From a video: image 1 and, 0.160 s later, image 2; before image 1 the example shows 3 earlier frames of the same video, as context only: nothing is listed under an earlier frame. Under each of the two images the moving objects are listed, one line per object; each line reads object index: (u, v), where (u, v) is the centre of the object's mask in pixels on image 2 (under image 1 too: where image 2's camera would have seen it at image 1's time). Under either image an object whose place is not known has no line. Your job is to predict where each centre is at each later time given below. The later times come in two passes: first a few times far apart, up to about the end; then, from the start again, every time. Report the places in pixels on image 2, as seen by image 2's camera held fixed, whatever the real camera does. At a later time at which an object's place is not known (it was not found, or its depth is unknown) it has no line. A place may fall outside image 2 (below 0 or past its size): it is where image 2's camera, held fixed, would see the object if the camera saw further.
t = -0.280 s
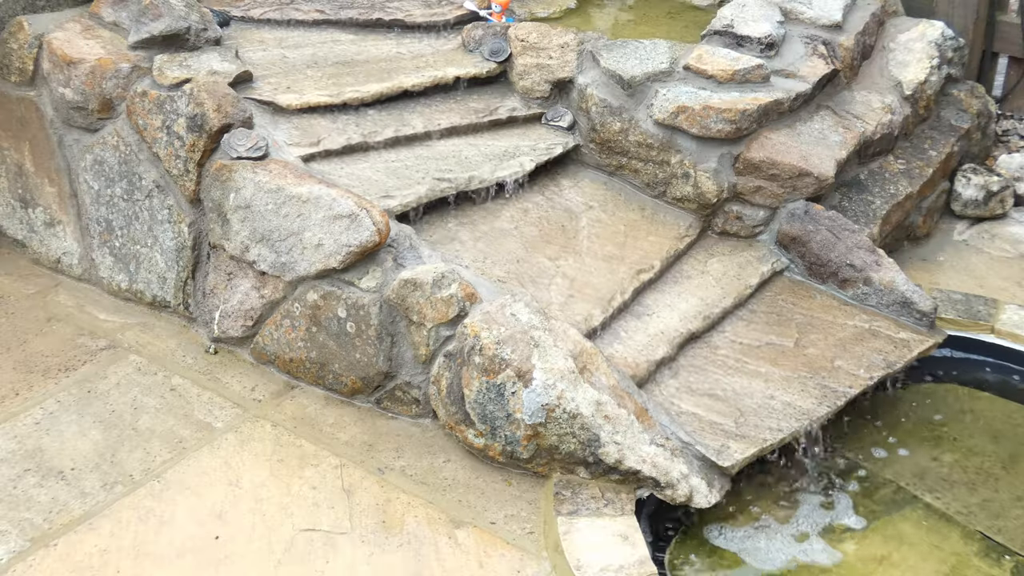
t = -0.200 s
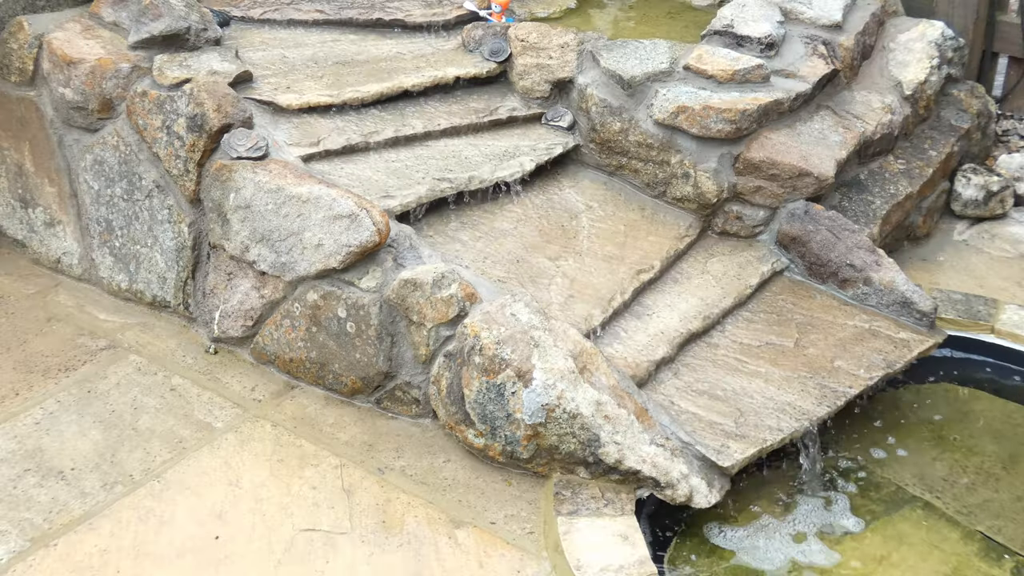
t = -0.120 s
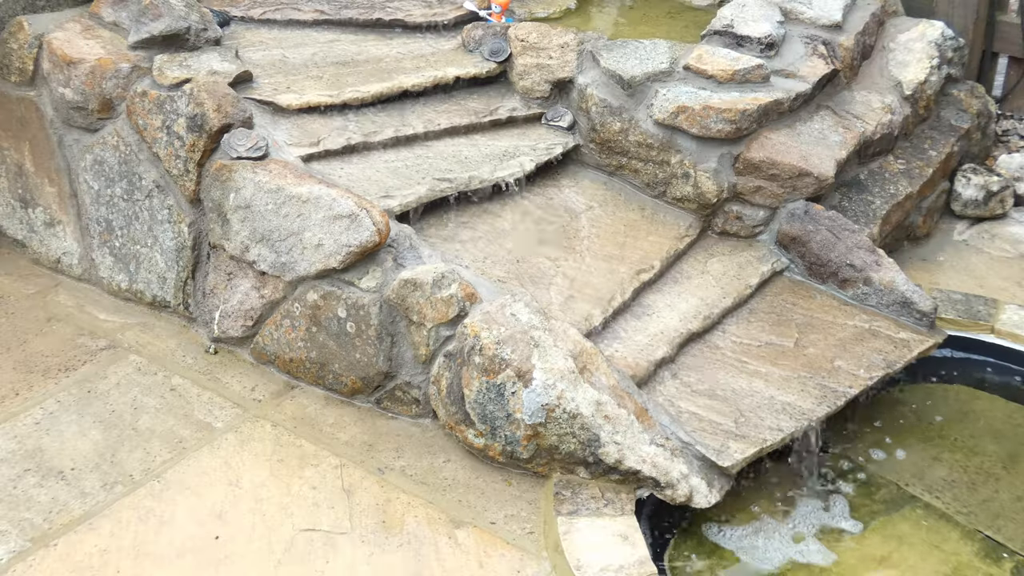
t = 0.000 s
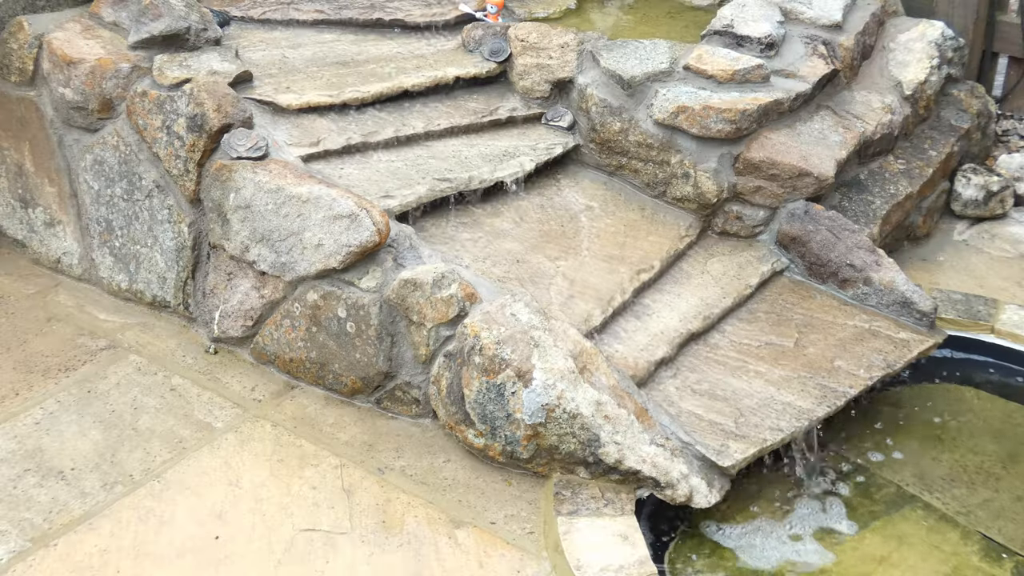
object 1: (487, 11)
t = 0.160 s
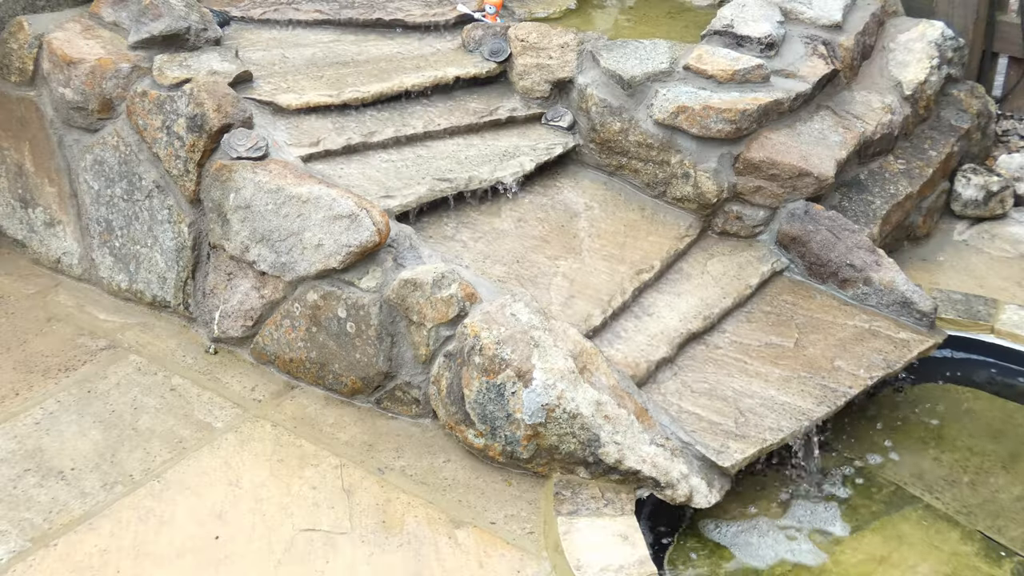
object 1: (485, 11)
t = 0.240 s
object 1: (485, 11)
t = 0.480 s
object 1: (481, 11)
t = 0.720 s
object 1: (464, 16)
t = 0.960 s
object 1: (457, 19)
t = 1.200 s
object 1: (446, 23)
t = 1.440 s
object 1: (446, 23)
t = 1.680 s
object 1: (446, 23)
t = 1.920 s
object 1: (445, 23)
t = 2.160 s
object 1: (444, 26)
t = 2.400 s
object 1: (433, 37)
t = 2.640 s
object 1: (430, 42)
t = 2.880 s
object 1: (429, 47)
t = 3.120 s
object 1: (423, 55)
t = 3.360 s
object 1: (422, 57)
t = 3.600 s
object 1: (424, 65)
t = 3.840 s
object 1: (432, 99)
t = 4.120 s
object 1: (431, 103)
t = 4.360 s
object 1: (441, 123)
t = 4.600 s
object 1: (458, 140)
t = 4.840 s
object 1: (455, 144)
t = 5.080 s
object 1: (464, 155)
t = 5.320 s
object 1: (470, 162)
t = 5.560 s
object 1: (479, 196)
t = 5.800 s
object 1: (508, 240)
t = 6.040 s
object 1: (508, 241)
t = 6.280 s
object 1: (513, 259)
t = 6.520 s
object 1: (536, 278)
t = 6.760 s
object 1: (542, 281)
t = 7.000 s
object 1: (550, 288)
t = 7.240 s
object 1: (554, 295)
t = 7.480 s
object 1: (570, 301)
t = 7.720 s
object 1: (616, 335)
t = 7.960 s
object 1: (661, 380)
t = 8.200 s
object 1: (685, 396)
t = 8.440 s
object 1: (682, 398)
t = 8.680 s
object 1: (693, 404)
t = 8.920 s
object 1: (710, 413)
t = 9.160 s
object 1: (716, 421)
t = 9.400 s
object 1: (749, 447)
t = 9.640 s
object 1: (800, 555)
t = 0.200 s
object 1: (485, 11)
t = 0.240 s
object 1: (485, 11)
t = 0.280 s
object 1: (485, 11)
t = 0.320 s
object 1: (485, 11)
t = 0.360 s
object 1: (485, 11)
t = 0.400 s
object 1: (485, 11)
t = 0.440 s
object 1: (485, 11)
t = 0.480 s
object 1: (481, 11)
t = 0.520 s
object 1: (477, 11)
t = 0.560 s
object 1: (473, 12)
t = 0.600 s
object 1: (468, 15)
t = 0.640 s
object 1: (466, 15)
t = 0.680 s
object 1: (464, 16)
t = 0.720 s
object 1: (464, 16)
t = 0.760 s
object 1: (464, 16)
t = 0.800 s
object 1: (464, 16)
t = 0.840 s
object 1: (464, 16)
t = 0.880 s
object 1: (461, 17)
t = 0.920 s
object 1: (458, 18)
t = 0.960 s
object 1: (457, 19)
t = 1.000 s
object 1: (454, 20)
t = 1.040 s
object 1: (451, 21)
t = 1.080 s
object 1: (448, 22)
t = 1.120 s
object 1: (447, 22)
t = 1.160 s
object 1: (447, 23)
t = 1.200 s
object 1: (446, 23)
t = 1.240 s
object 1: (446, 23)
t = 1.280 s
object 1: (446, 23)
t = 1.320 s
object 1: (446, 23)
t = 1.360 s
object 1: (446, 23)
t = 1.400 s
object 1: (446, 23)
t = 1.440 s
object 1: (446, 23)
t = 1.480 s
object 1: (446, 23)
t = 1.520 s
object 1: (446, 23)
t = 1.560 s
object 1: (445, 23)
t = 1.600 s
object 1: (446, 23)
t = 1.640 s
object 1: (446, 23)
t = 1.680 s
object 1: (446, 23)
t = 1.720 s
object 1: (445, 23)
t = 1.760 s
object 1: (445, 23)
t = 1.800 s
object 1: (446, 23)
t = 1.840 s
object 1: (446, 24)
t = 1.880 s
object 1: (446, 23)
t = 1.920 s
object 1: (445, 23)
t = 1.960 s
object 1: (445, 23)
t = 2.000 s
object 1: (445, 23)
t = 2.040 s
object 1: (445, 24)
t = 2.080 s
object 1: (445, 24)
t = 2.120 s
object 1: (445, 25)
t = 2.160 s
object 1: (444, 26)
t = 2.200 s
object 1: (443, 25)
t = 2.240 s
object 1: (442, 26)
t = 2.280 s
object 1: (441, 27)
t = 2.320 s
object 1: (435, 31)
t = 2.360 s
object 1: (433, 35)
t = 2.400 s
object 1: (433, 37)
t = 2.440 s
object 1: (433, 38)
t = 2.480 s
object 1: (433, 38)
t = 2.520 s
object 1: (433, 39)
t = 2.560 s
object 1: (435, 38)
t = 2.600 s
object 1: (432, 40)
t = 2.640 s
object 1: (430, 42)
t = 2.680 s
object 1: (429, 43)
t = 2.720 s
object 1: (428, 44)
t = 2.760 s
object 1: (429, 45)
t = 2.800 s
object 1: (428, 46)
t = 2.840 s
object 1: (428, 46)
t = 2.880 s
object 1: (429, 47)
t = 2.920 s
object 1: (429, 48)
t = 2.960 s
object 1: (428, 50)
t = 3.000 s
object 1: (427, 52)
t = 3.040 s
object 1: (426, 54)
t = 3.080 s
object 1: (424, 55)
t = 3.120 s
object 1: (423, 55)
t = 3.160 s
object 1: (423, 55)
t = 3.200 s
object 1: (422, 54)
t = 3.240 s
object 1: (422, 54)
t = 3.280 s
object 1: (423, 55)
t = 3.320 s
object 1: (423, 56)
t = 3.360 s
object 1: (422, 57)
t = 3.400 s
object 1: (422, 58)
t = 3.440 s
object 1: (422, 59)
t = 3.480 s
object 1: (422, 60)
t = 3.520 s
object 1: (422, 61)
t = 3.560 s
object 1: (422, 62)
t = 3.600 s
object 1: (424, 65)
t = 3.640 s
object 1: (424, 70)
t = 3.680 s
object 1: (426, 80)
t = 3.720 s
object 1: (427, 89)
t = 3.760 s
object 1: (431, 93)
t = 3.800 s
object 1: (433, 95)
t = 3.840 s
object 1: (432, 99)
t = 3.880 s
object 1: (432, 102)
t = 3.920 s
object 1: (432, 103)
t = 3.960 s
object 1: (431, 103)
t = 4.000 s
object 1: (431, 104)
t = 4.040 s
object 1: (431, 103)
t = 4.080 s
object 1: (431, 103)
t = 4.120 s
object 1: (431, 103)
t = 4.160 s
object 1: (431, 104)
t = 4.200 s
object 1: (432, 106)
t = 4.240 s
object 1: (435, 108)
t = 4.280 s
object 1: (437, 112)
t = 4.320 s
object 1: (440, 116)
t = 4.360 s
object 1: (441, 123)
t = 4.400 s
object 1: (446, 128)
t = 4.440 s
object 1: (450, 134)
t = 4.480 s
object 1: (454, 139)
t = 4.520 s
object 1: (456, 139)
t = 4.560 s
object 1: (457, 140)
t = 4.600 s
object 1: (458, 140)
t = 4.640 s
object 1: (457, 140)
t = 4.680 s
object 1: (456, 140)
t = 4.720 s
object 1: (456, 141)
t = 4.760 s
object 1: (455, 142)
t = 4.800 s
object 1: (455, 143)
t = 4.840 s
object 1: (455, 144)
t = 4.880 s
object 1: (456, 146)
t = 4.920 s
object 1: (457, 147)
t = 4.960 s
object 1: (458, 149)
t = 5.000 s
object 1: (460, 151)
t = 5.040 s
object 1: (462, 154)
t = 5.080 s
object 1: (464, 155)
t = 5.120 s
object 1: (464, 157)
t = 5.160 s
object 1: (466, 158)
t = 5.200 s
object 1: (468, 159)
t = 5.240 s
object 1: (468, 160)
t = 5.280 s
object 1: (469, 160)
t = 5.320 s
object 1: (470, 162)
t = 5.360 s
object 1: (470, 163)
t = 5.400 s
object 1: (471, 164)
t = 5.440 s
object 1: (472, 167)
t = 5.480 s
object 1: (473, 172)
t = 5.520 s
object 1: (474, 182)
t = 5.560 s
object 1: (479, 196)
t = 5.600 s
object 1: (485, 211)
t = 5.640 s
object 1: (491, 220)
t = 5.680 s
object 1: (496, 228)
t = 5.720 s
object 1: (502, 233)
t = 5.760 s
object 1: (506, 238)
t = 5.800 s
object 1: (508, 240)
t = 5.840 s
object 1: (508, 241)
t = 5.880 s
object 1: (508, 241)
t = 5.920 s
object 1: (508, 241)
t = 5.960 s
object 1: (507, 241)
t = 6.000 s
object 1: (507, 241)
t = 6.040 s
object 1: (508, 241)
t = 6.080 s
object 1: (508, 241)
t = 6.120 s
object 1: (507, 241)
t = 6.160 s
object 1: (507, 242)
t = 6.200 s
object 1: (508, 245)
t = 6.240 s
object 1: (511, 250)
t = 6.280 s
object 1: (513, 259)
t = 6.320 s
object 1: (516, 264)
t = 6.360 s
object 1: (520, 268)
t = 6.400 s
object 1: (523, 271)
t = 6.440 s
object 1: (527, 273)
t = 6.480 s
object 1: (532, 277)
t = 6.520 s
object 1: (536, 278)
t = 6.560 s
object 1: (539, 278)
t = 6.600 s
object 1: (540, 278)
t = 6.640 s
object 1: (540, 278)
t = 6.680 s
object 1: (540, 279)
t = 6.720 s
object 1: (541, 279)
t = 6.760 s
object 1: (542, 281)
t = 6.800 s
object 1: (543, 282)
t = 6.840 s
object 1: (544, 283)
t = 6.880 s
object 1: (544, 284)
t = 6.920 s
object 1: (545, 284)
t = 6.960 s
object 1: (548, 286)
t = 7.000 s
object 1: (550, 288)
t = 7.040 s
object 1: (551, 291)
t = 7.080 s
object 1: (552, 293)
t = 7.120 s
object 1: (552, 295)
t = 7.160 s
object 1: (553, 294)
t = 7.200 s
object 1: (553, 295)
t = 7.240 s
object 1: (554, 295)
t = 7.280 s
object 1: (554, 295)
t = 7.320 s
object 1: (554, 293)
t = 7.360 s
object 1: (556, 294)
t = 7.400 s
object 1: (560, 294)
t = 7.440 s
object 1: (564, 297)
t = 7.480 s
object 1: (570, 301)
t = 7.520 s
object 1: (576, 307)
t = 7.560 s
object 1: (582, 309)
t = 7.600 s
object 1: (591, 314)
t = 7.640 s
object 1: (598, 321)
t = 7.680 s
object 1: (607, 326)
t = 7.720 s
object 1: (616, 335)
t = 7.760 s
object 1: (624, 340)
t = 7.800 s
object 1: (634, 344)
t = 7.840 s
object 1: (639, 350)
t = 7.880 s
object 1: (648, 361)
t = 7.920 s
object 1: (655, 370)
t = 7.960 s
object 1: (661, 380)
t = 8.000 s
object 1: (668, 388)
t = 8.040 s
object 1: (675, 394)
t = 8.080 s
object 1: (680, 397)
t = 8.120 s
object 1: (683, 397)
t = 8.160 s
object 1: (684, 397)
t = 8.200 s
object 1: (685, 396)
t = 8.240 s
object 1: (685, 396)
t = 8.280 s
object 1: (685, 396)
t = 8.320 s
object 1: (684, 396)
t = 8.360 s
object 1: (684, 397)
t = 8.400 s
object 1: (683, 398)
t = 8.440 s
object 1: (682, 398)
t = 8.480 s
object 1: (682, 398)
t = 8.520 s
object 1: (683, 397)
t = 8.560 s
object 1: (685, 397)
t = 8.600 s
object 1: (687, 397)
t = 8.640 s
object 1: (689, 399)
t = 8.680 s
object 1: (693, 404)
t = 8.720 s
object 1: (696, 406)
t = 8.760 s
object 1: (700, 409)
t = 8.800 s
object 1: (704, 409)
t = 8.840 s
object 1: (708, 410)
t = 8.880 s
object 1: (709, 412)
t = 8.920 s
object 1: (710, 413)
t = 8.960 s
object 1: (710, 414)
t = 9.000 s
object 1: (709, 415)
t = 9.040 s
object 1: (710, 416)
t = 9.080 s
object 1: (710, 417)
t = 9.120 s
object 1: (712, 419)
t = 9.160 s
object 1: (716, 421)
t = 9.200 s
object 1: (721, 424)
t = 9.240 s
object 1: (726, 427)
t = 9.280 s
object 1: (730, 431)
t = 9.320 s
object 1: (736, 436)
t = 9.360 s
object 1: (741, 440)
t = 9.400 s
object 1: (749, 447)
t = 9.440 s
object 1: (755, 454)
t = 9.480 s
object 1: (764, 465)
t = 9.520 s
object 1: (773, 484)
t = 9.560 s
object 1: (783, 511)
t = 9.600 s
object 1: (793, 542)
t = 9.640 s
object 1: (800, 555)
